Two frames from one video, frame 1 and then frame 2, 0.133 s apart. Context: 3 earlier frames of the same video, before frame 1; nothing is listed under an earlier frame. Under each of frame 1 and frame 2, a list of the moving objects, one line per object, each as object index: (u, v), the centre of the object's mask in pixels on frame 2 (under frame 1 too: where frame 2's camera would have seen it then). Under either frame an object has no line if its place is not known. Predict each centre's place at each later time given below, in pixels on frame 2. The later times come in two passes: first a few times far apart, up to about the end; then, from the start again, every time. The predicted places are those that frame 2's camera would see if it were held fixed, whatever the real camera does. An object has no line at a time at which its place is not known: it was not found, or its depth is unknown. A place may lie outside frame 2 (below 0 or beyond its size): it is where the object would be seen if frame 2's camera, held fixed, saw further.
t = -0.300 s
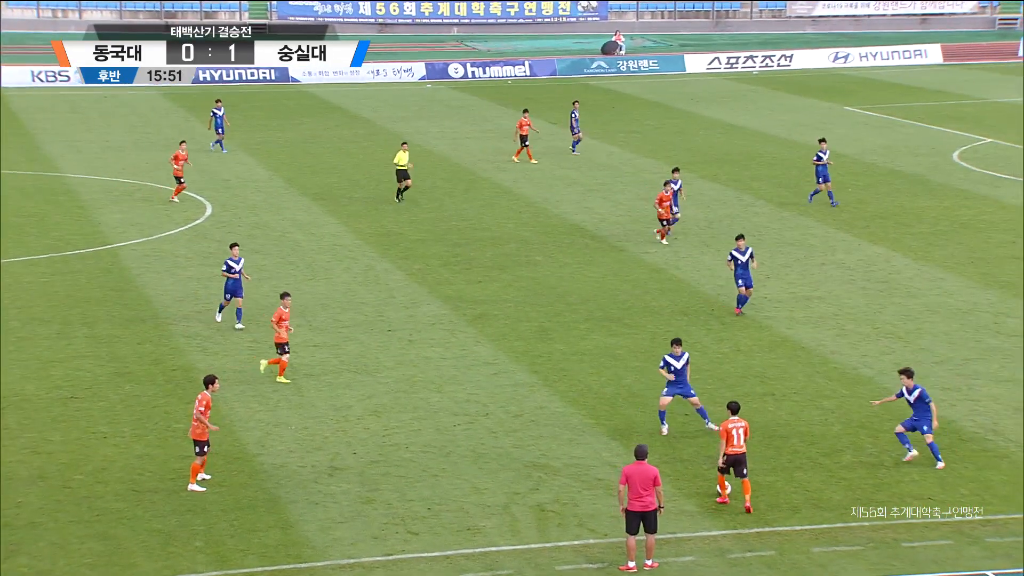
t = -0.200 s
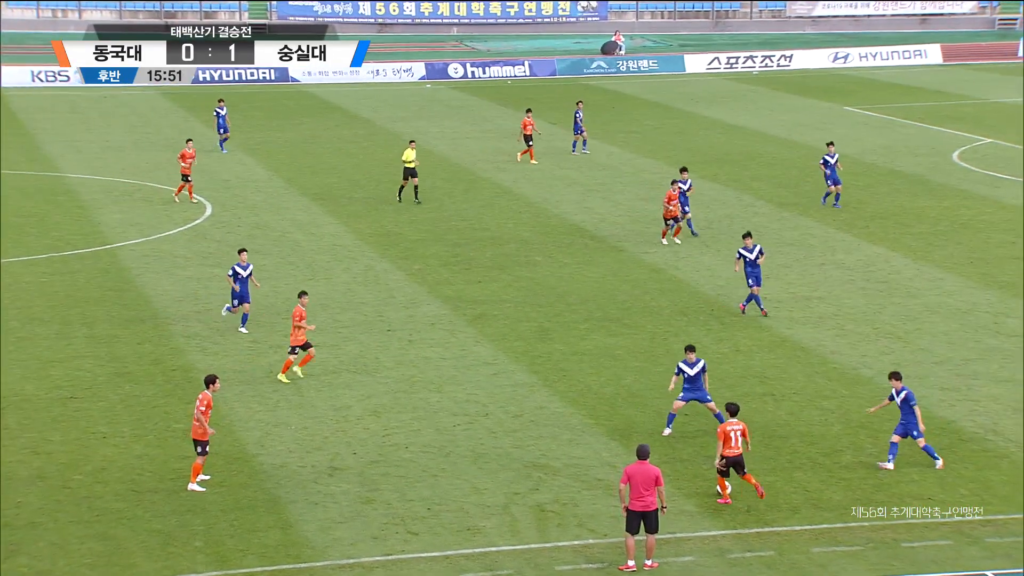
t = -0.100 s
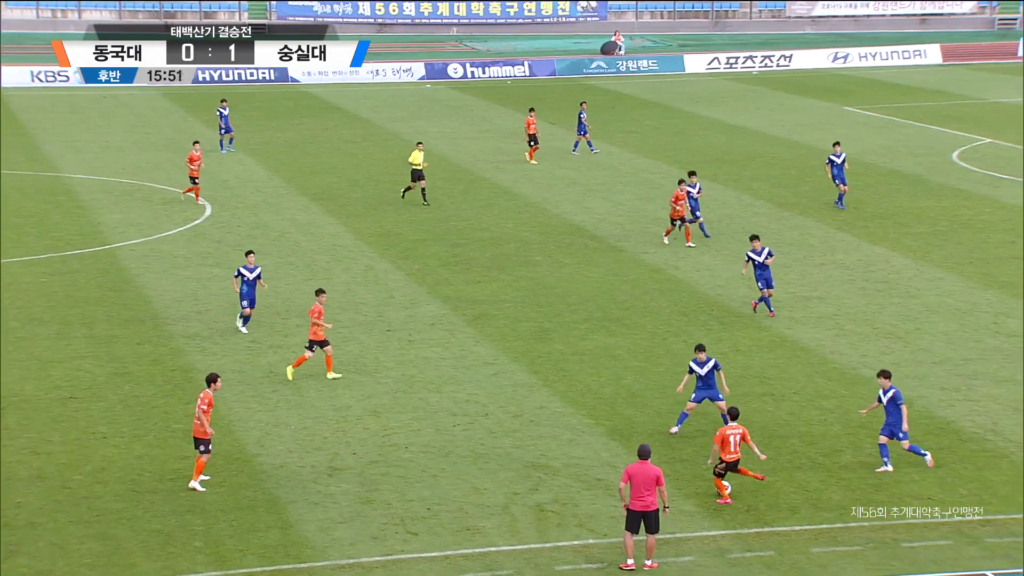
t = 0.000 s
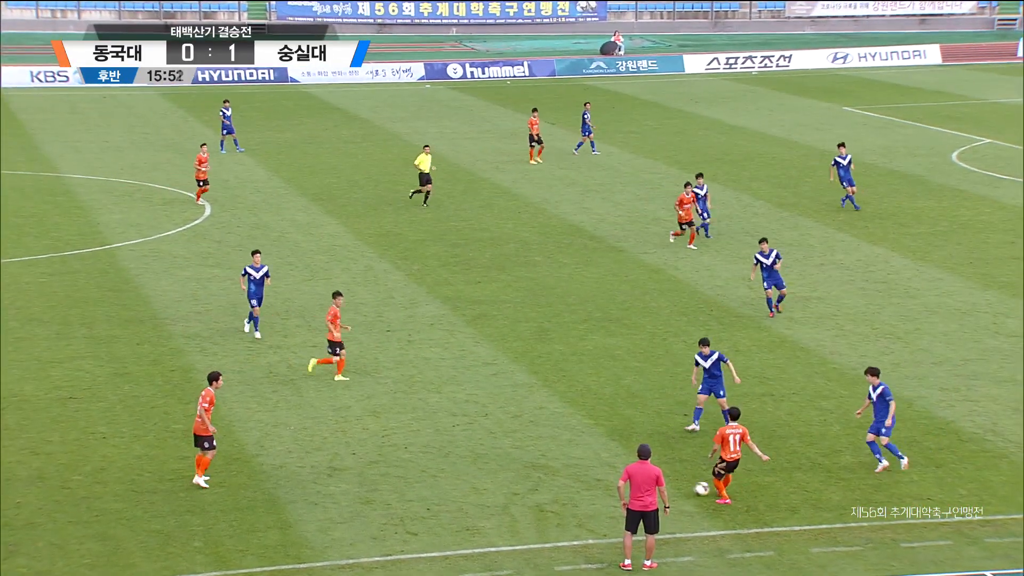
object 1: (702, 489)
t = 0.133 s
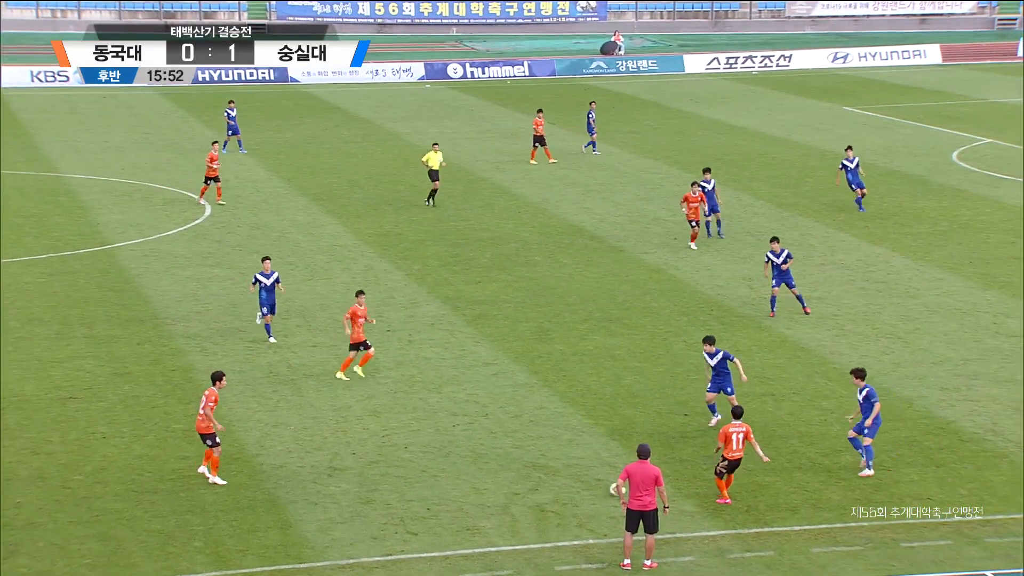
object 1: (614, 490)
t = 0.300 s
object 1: (525, 490)
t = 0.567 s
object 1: (394, 492)
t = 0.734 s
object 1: (324, 492)
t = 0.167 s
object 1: (598, 489)
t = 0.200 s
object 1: (580, 489)
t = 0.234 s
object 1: (560, 490)
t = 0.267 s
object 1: (542, 490)
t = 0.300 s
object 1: (525, 490)
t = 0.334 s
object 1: (507, 490)
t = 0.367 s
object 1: (490, 490)
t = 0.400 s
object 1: (473, 490)
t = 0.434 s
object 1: (456, 491)
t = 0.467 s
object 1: (439, 491)
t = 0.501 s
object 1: (424, 491)
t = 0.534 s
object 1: (409, 491)
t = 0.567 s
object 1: (394, 492)
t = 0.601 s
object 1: (379, 492)
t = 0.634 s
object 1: (365, 491)
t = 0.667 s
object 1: (351, 491)
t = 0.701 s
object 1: (337, 492)
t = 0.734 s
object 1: (324, 492)
